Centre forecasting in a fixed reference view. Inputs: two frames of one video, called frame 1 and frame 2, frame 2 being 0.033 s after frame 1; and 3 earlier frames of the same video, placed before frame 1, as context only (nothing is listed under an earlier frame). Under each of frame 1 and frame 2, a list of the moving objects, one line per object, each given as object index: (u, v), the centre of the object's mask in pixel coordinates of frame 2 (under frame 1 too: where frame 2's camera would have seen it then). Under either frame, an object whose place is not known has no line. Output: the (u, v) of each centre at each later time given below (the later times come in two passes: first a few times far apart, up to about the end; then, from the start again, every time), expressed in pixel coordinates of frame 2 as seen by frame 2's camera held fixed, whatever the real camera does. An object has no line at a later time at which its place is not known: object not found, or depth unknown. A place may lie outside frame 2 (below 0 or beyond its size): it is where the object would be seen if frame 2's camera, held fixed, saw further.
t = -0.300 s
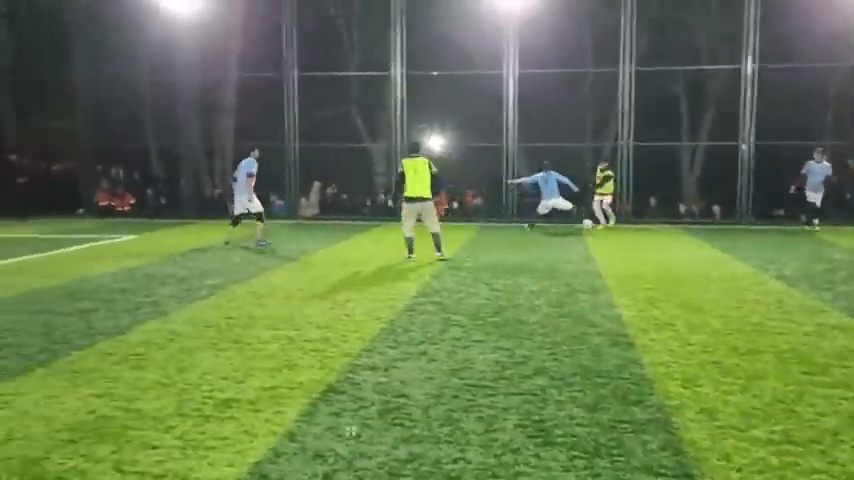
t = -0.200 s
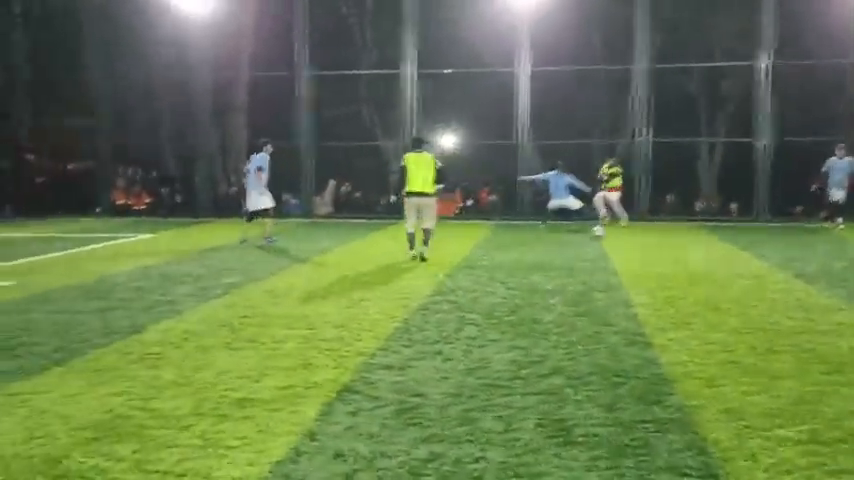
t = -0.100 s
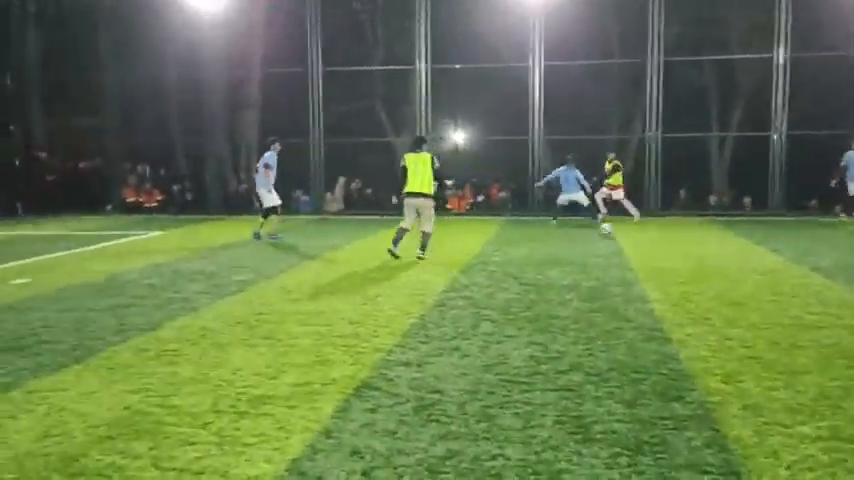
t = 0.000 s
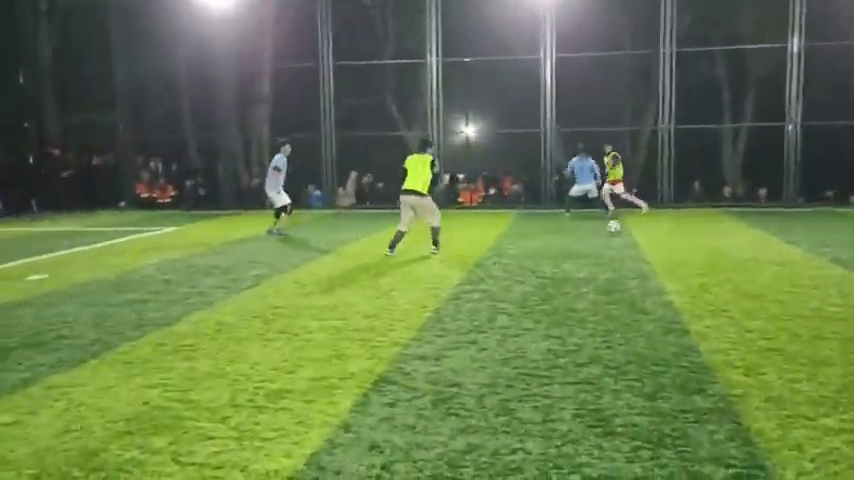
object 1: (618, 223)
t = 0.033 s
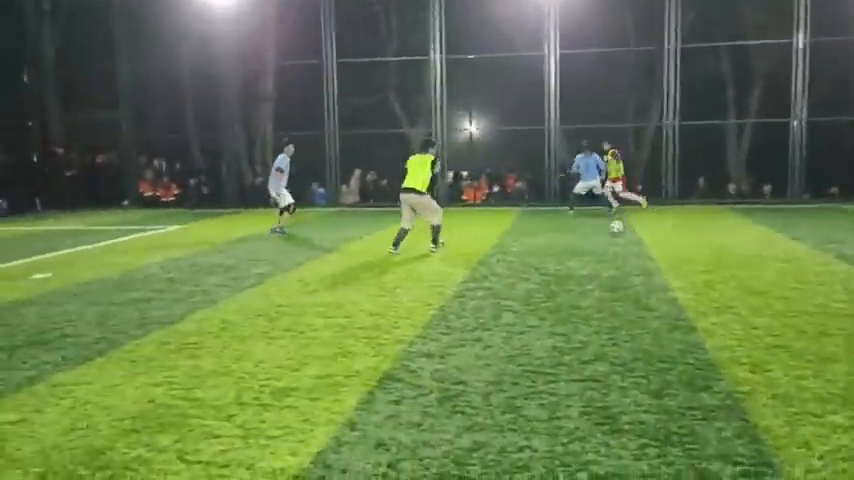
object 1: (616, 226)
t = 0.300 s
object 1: (599, 238)
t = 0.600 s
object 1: (572, 263)
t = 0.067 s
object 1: (614, 229)
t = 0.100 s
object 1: (613, 230)
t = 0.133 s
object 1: (610, 231)
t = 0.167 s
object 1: (610, 233)
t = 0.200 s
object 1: (607, 236)
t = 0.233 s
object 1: (605, 237)
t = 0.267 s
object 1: (601, 236)
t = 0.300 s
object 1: (599, 238)
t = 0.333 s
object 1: (597, 241)
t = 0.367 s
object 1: (594, 244)
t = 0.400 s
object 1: (591, 248)
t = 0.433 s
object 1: (589, 250)
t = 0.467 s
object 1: (585, 250)
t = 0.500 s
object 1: (583, 253)
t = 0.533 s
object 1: (580, 256)
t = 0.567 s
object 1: (576, 260)
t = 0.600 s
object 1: (572, 263)
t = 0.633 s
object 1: (569, 263)
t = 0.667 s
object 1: (565, 266)
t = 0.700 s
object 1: (561, 270)
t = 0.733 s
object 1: (558, 274)
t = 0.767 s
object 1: (552, 279)
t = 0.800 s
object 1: (549, 280)
